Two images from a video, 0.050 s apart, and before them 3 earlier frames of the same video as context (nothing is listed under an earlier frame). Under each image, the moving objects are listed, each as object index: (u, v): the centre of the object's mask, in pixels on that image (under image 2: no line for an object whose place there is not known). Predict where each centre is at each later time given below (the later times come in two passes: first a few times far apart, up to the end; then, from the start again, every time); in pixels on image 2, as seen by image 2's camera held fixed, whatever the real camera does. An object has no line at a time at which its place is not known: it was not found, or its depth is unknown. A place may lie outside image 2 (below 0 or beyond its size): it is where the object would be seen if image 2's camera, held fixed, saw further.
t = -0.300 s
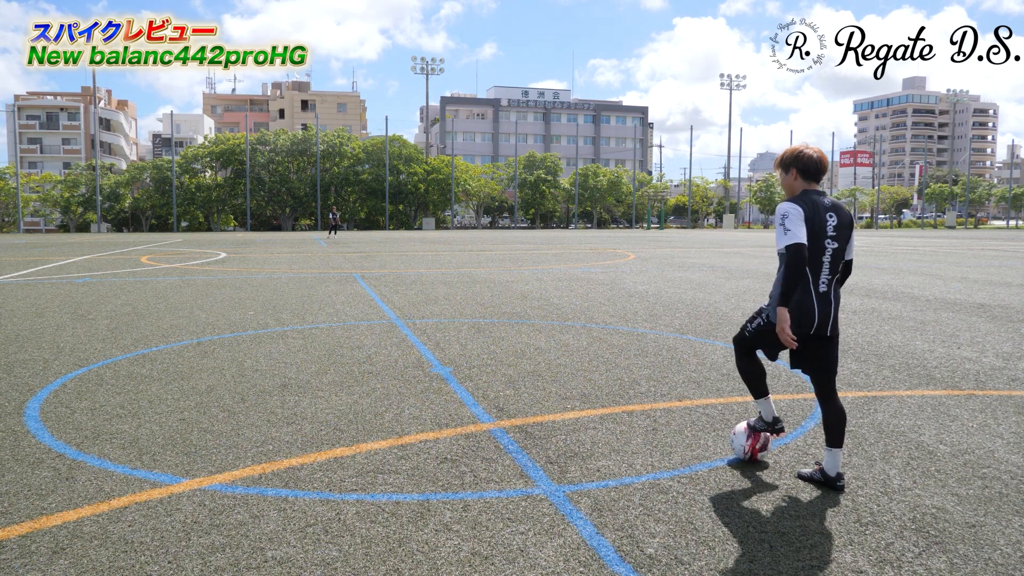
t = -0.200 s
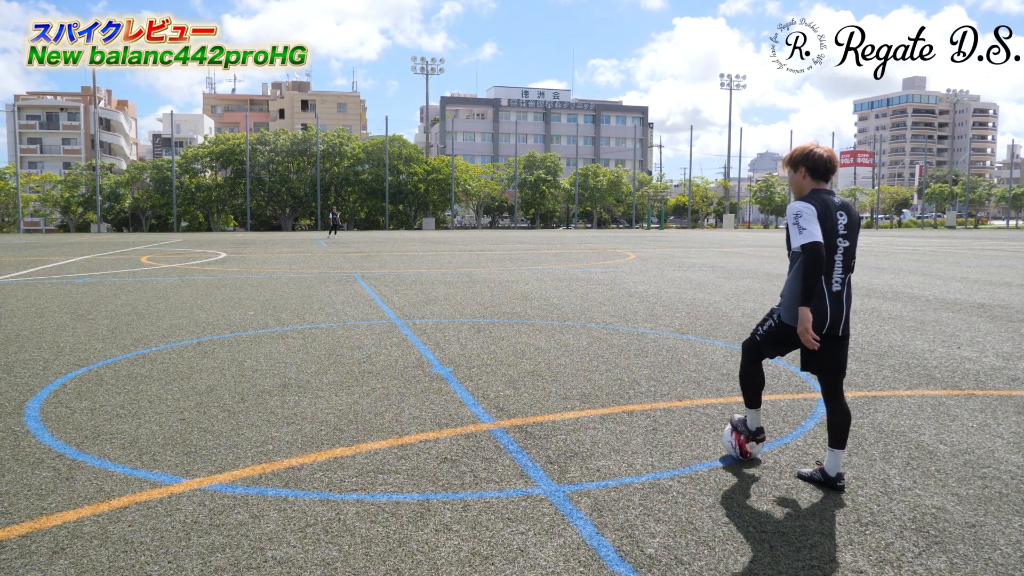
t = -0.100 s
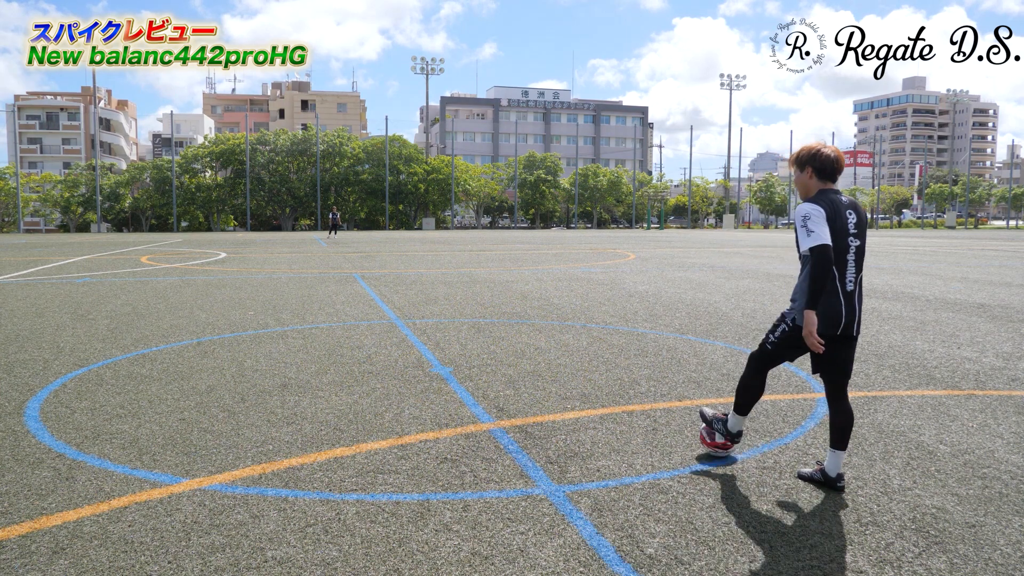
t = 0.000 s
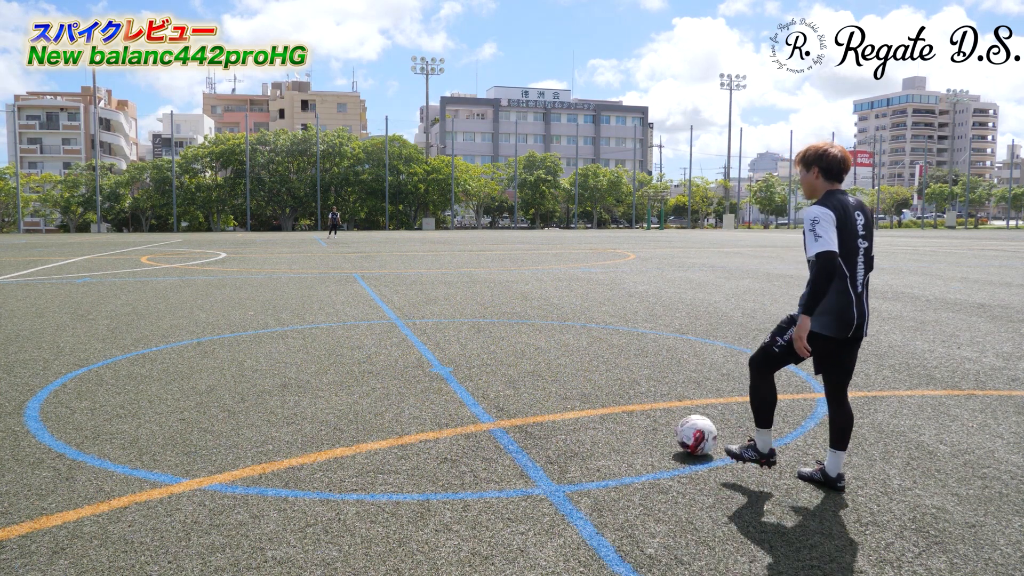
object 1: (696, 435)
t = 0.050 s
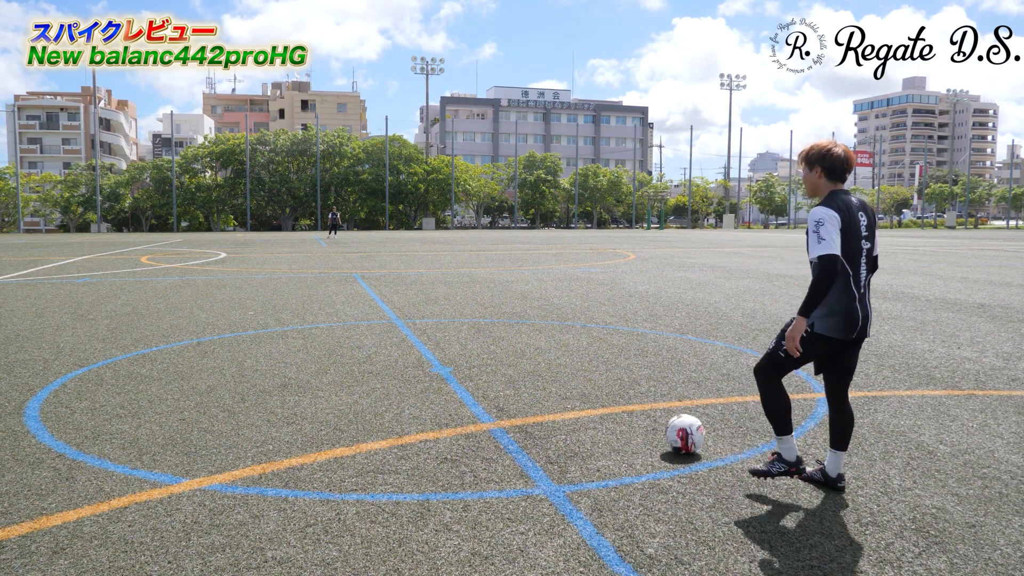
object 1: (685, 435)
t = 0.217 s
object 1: (647, 431)
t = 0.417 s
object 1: (603, 429)
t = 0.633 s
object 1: (560, 426)
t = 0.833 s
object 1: (521, 424)
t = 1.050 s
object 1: (483, 422)
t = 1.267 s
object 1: (448, 421)
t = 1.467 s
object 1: (418, 418)
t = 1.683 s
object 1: (387, 417)
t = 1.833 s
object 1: (369, 416)
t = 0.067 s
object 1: (681, 434)
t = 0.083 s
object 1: (677, 434)
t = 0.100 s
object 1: (673, 434)
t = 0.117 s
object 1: (670, 434)
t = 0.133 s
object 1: (666, 433)
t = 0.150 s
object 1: (661, 433)
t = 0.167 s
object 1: (658, 433)
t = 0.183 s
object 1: (654, 432)
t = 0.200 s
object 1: (650, 432)
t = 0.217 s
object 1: (647, 431)
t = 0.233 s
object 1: (642, 431)
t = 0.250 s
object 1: (639, 431)
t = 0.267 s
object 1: (635, 431)
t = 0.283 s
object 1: (631, 431)
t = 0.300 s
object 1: (628, 430)
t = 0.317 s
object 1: (624, 430)
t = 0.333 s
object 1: (621, 430)
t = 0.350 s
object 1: (617, 430)
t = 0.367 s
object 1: (613, 429)
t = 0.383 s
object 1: (610, 430)
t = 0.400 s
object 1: (607, 429)
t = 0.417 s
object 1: (603, 429)
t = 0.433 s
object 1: (599, 428)
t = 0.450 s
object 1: (596, 428)
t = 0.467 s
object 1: (593, 428)
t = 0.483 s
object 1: (589, 428)
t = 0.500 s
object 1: (586, 428)
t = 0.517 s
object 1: (582, 427)
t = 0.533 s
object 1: (579, 427)
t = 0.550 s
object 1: (576, 427)
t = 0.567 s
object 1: (573, 427)
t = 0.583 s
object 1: (569, 427)
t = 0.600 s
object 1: (566, 427)
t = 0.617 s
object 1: (563, 427)
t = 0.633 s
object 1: (560, 426)
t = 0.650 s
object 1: (556, 426)
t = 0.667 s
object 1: (553, 426)
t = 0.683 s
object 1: (550, 426)
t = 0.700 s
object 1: (546, 426)
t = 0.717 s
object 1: (543, 426)
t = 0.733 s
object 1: (540, 425)
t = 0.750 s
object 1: (537, 425)
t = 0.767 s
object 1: (534, 425)
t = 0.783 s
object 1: (530, 425)
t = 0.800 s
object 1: (528, 424)
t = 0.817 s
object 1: (524, 424)
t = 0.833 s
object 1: (521, 424)
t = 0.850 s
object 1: (518, 424)
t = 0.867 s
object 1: (515, 424)
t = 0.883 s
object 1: (512, 423)
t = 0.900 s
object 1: (509, 424)
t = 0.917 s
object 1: (506, 424)
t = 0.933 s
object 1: (503, 423)
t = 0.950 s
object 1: (501, 423)
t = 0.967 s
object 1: (497, 423)
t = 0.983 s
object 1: (494, 423)
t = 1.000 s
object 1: (491, 423)
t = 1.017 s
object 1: (488, 423)
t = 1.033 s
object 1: (486, 423)
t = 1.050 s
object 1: (483, 422)
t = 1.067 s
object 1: (480, 422)
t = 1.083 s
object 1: (477, 422)
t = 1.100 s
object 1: (475, 422)
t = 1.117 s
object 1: (472, 421)
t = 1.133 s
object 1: (469, 421)
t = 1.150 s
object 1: (466, 421)
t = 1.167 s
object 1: (464, 421)
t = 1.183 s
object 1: (461, 421)
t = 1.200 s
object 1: (458, 421)
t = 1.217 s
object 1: (456, 421)
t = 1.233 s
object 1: (453, 421)
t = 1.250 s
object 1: (451, 421)
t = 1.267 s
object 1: (448, 421)
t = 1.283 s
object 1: (445, 421)
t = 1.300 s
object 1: (443, 420)
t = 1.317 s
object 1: (440, 420)
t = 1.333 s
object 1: (437, 420)
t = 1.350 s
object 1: (435, 420)
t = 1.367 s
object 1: (433, 420)
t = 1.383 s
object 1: (430, 419)
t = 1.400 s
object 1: (427, 420)
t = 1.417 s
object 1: (425, 419)
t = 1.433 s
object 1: (422, 419)
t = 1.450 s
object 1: (420, 419)
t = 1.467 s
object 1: (418, 418)
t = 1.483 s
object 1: (415, 418)
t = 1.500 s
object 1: (413, 418)
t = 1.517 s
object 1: (410, 418)
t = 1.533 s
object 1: (408, 418)
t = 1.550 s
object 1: (405, 417)
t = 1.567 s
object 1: (403, 417)
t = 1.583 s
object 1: (401, 417)
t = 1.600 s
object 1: (399, 418)
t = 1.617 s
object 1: (397, 417)
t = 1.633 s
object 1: (394, 417)
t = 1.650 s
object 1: (392, 417)
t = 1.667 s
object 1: (390, 417)
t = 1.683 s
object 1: (387, 417)
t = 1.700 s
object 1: (386, 416)
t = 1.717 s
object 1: (384, 416)
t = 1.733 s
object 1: (381, 417)
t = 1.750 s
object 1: (379, 417)
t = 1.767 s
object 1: (377, 416)
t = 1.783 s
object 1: (375, 416)
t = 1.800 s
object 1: (373, 416)
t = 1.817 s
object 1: (371, 416)
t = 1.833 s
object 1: (369, 416)
